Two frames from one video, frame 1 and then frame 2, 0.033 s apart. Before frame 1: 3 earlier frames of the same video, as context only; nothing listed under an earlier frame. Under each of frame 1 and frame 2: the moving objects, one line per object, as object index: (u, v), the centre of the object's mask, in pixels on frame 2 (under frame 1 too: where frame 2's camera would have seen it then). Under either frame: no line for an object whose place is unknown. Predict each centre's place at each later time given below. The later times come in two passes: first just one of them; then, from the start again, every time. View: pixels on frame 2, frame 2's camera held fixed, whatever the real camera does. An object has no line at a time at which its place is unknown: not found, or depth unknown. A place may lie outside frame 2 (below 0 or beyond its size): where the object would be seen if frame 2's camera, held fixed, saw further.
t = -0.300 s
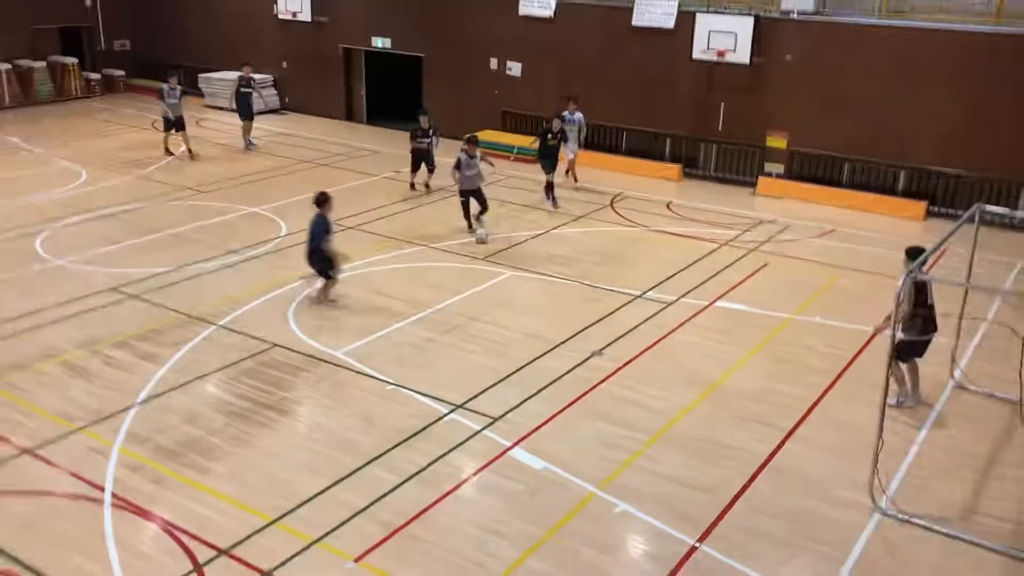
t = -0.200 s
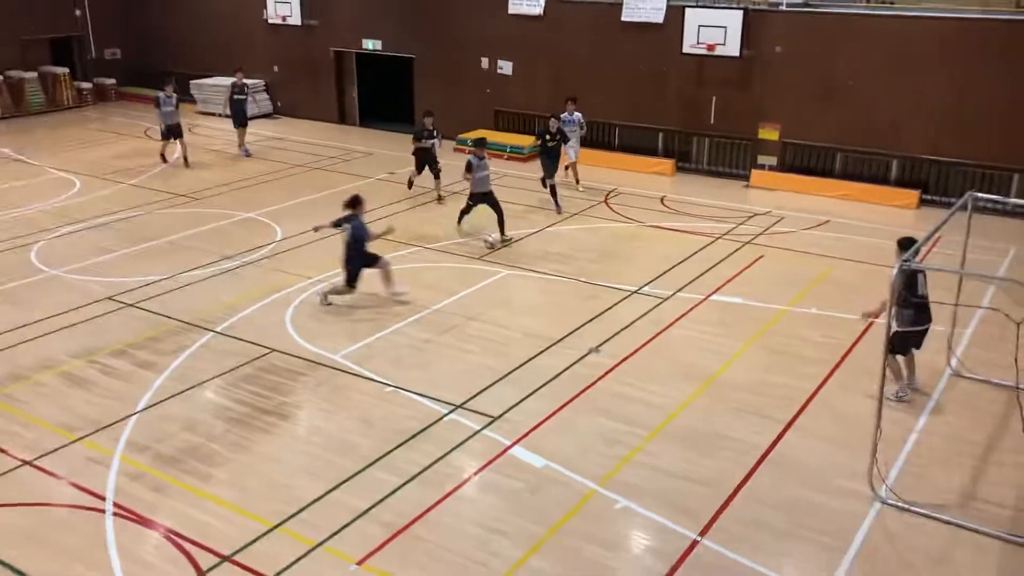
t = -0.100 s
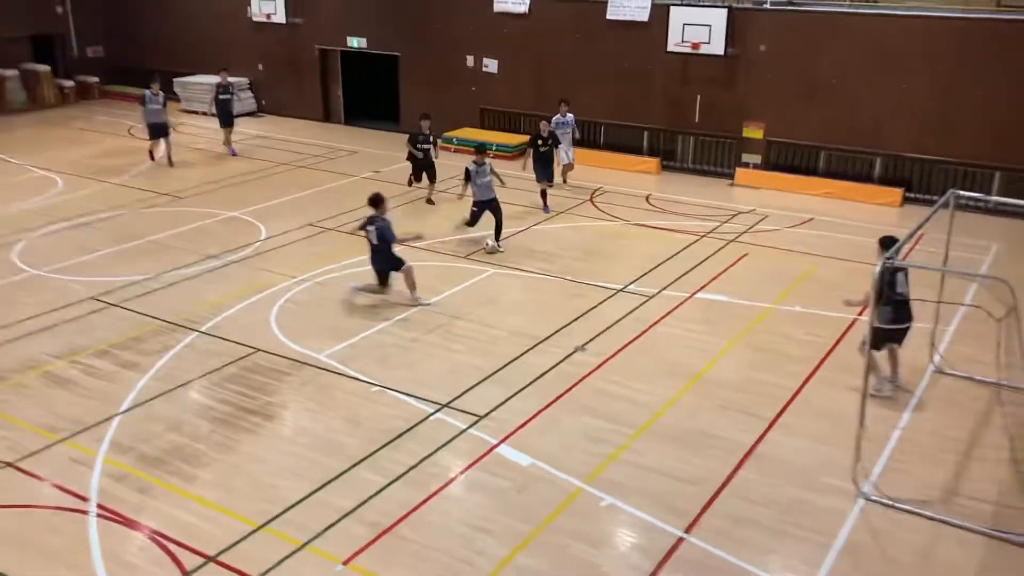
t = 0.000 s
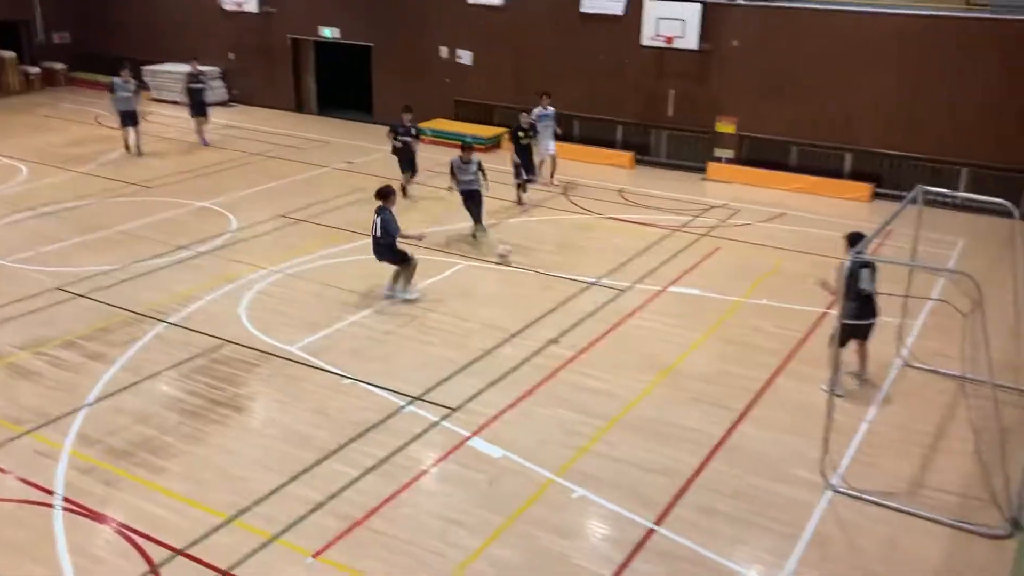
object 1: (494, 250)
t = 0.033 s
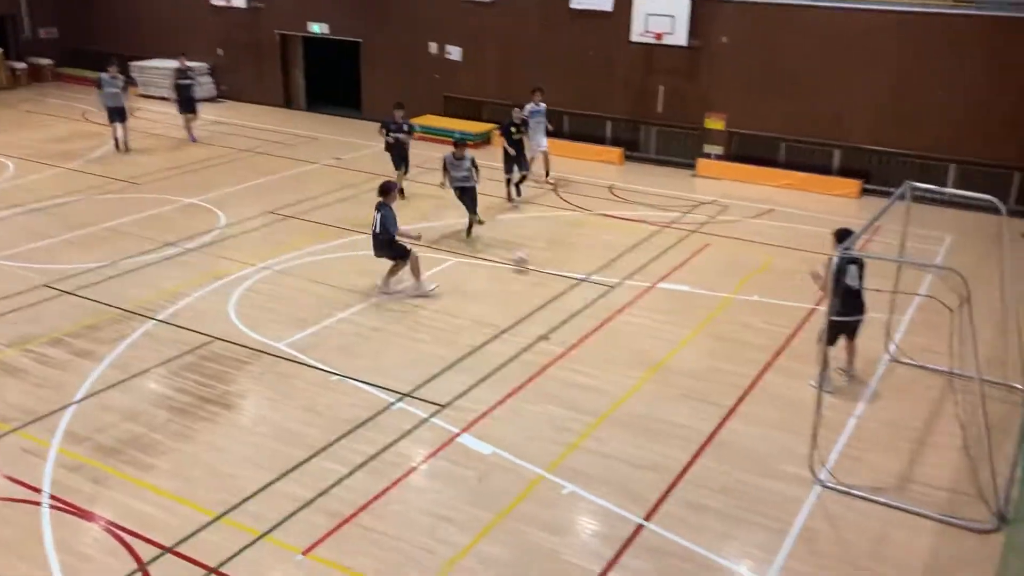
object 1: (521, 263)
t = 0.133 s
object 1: (614, 305)
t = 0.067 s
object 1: (548, 274)
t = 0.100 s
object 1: (581, 283)
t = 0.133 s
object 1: (614, 305)
